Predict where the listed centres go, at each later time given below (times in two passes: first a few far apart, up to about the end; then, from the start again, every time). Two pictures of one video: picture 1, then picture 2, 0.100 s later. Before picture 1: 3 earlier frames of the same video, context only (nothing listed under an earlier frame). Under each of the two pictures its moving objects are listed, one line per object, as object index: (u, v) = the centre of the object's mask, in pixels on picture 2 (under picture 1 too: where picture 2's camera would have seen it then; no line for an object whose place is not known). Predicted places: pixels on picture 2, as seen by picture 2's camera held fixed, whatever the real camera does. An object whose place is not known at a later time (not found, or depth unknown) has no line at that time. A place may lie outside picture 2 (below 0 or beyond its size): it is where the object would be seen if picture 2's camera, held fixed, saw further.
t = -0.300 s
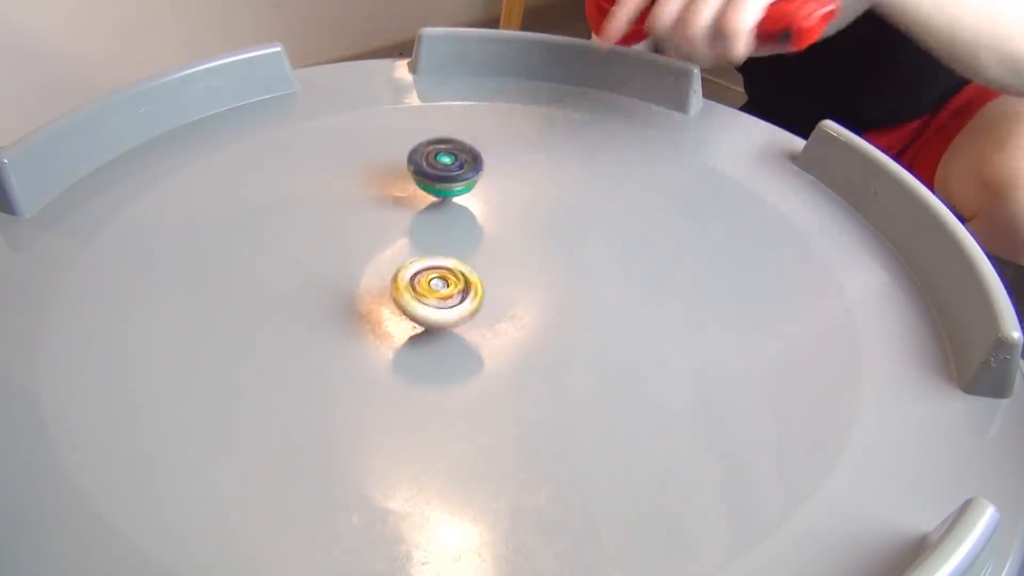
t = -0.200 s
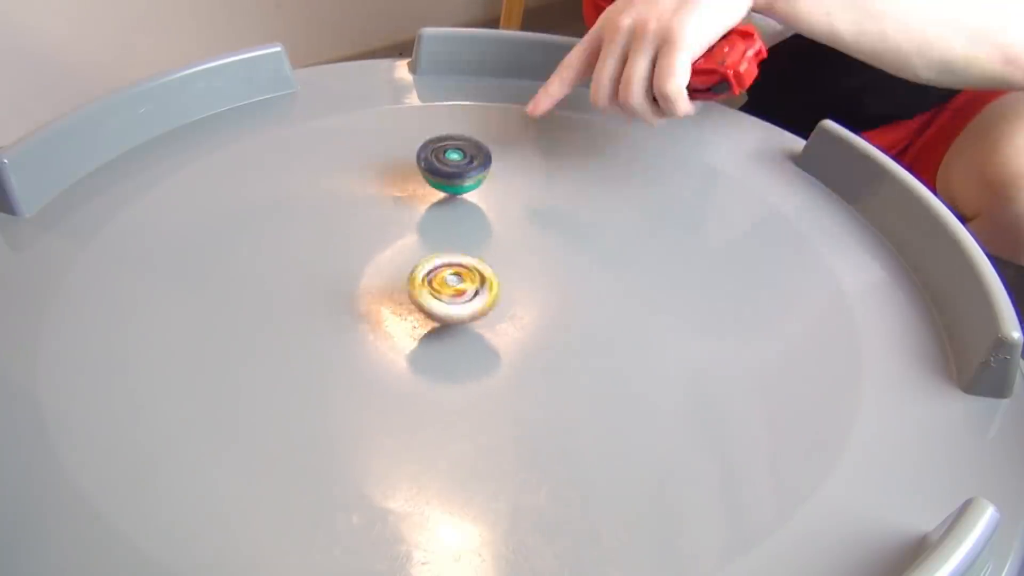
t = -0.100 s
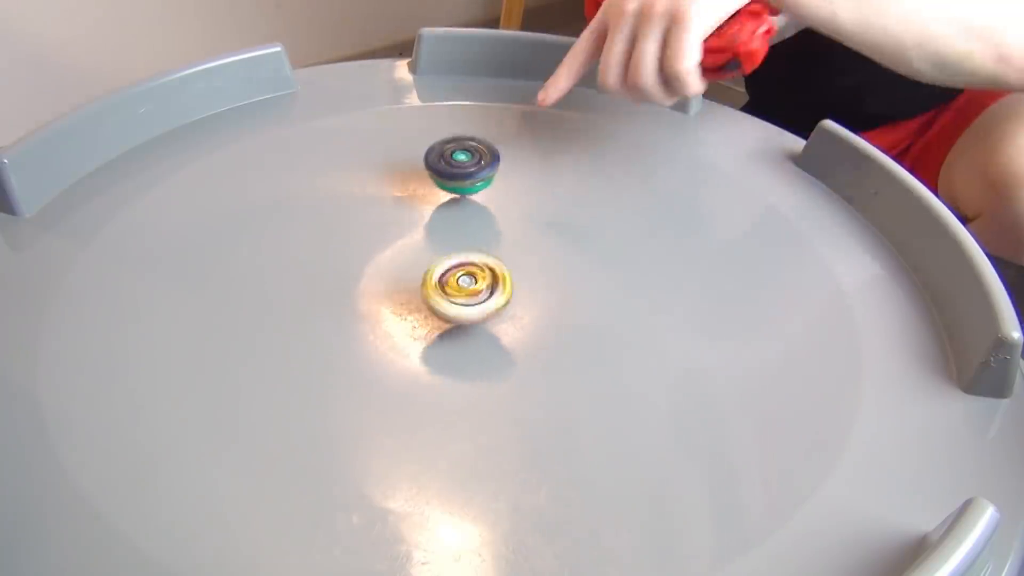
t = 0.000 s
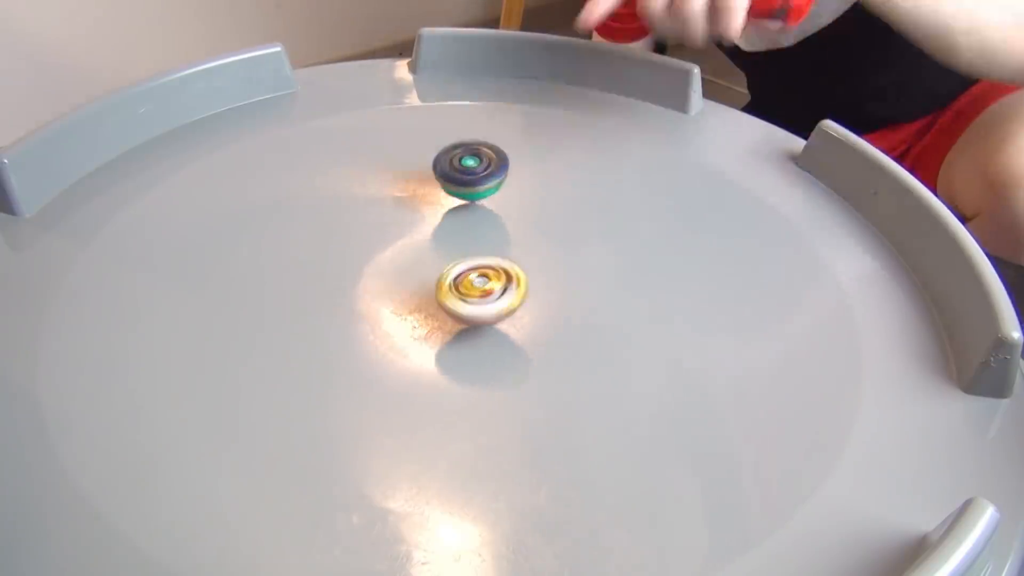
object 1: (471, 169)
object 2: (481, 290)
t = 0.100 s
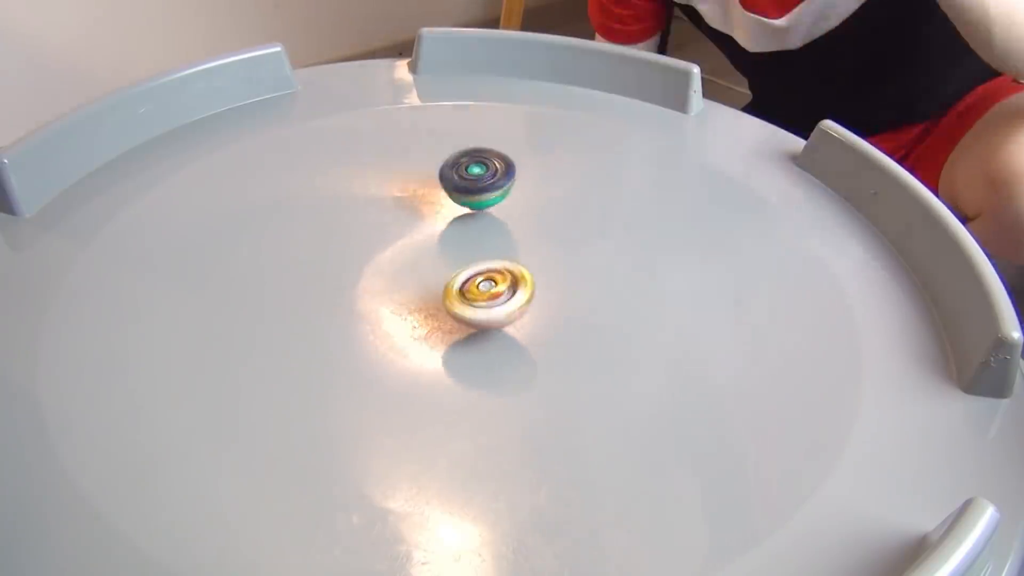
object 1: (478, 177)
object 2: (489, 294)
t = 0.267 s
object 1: (479, 192)
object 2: (493, 299)
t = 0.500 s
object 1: (453, 212)
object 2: (481, 293)
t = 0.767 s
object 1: (412, 212)
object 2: (479, 275)
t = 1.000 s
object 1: (388, 194)
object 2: (495, 272)
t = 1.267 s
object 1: (389, 175)
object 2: (496, 282)
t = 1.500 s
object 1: (403, 179)
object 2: (475, 279)
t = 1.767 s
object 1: (419, 199)
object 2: (473, 265)
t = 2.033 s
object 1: (403, 225)
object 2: (487, 266)
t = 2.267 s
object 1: (369, 233)
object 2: (483, 276)
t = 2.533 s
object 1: (329, 222)
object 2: (463, 277)
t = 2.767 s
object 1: (315, 212)
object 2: (462, 268)
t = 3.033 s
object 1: (333, 215)
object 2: (475, 268)
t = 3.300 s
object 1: (365, 234)
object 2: (473, 278)
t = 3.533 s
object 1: (367, 257)
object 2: (461, 279)
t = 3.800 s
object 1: (342, 279)
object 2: (458, 270)
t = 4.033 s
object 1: (305, 287)
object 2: (468, 272)
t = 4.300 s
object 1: (292, 289)
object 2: (463, 282)
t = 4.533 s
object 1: (312, 289)
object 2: (452, 280)
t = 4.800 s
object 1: (361, 297)
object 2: (459, 273)
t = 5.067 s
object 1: (391, 317)
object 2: (464, 279)
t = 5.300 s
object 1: (396, 345)
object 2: (453, 285)
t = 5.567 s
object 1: (385, 372)
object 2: (454, 278)
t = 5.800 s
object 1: (391, 375)
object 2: (461, 280)
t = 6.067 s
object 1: (418, 359)
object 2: (462, 289)
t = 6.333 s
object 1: (460, 343)
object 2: (459, 279)
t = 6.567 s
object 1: (503, 342)
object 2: (468, 280)
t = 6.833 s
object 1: (547, 355)
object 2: (470, 291)
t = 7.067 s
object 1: (567, 357)
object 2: (467, 287)
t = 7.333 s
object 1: (564, 344)
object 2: (475, 282)
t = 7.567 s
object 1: (555, 318)
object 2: (476, 288)
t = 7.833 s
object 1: (572, 299)
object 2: (473, 278)
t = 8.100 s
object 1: (577, 276)
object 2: (480, 275)
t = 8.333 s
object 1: (569, 261)
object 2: (481, 276)
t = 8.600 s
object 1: (558, 249)
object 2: (476, 270)
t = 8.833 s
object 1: (578, 253)
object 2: (469, 265)
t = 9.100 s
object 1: (563, 265)
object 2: (460, 264)
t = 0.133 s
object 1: (478, 179)
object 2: (491, 294)
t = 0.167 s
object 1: (480, 183)
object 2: (492, 296)
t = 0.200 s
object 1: (480, 187)
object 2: (493, 297)
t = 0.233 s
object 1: (480, 189)
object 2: (493, 298)
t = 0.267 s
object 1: (479, 192)
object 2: (493, 299)
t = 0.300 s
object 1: (477, 196)
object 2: (490, 299)
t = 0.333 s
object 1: (475, 198)
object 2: (488, 300)
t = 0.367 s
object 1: (471, 202)
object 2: (486, 299)
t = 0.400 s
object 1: (467, 206)
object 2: (485, 298)
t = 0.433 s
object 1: (464, 207)
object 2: (483, 297)
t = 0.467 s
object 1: (459, 210)
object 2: (482, 296)
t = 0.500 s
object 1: (453, 212)
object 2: (481, 293)
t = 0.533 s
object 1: (451, 213)
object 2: (478, 291)
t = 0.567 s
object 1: (445, 215)
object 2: (479, 289)
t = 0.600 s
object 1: (438, 216)
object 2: (478, 286)
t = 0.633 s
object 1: (435, 216)
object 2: (477, 284)
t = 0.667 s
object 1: (429, 215)
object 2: (476, 280)
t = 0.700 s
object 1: (422, 215)
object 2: (478, 279)
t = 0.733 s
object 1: (419, 214)
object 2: (476, 277)
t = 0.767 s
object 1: (412, 212)
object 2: (479, 275)
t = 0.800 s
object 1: (406, 210)
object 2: (480, 273)
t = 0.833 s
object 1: (403, 209)
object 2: (483, 274)
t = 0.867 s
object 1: (398, 206)
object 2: (484, 273)
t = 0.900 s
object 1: (395, 203)
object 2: (489, 272)
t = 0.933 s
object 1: (392, 201)
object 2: (491, 273)
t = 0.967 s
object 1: (390, 198)
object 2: (495, 272)
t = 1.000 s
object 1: (388, 194)
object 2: (495, 272)
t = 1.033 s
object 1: (387, 192)
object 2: (500, 273)
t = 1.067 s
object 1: (386, 189)
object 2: (499, 275)
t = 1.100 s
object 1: (386, 185)
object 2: (501, 274)
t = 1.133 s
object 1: (386, 184)
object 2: (501, 276)
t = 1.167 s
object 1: (386, 180)
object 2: (502, 278)
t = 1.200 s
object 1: (386, 178)
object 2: (500, 279)
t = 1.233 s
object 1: (387, 177)
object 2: (498, 280)
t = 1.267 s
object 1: (389, 175)
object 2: (496, 282)
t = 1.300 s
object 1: (390, 175)
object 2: (495, 283)
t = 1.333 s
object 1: (391, 174)
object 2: (492, 282)
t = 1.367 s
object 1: (393, 174)
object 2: (488, 283)
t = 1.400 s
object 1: (395, 175)
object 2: (486, 282)
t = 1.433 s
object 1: (396, 176)
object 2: (483, 282)
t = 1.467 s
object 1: (399, 177)
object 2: (480, 281)
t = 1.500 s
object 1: (403, 179)
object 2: (475, 279)
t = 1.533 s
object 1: (404, 180)
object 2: (476, 280)
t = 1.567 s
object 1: (408, 183)
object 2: (473, 276)
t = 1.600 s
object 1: (411, 185)
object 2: (472, 274)
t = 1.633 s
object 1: (413, 187)
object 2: (471, 274)
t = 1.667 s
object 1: (415, 190)
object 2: (470, 271)
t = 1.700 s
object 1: (417, 194)
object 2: (470, 269)
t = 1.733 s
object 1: (418, 196)
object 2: (470, 265)
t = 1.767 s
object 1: (419, 199)
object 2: (473, 265)
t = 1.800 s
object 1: (418, 204)
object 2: (474, 264)
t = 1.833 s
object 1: (418, 206)
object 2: (474, 263)
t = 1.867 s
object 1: (416, 210)
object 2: (475, 263)
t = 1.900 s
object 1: (414, 214)
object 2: (479, 263)
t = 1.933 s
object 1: (412, 216)
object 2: (479, 264)
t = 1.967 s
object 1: (408, 220)
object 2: (483, 264)
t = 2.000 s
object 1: (405, 224)
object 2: (482, 265)
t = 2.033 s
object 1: (403, 225)
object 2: (487, 266)
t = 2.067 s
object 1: (398, 227)
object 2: (487, 268)
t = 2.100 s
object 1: (394, 230)
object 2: (488, 269)
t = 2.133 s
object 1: (391, 231)
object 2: (487, 270)
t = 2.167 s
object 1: (385, 232)
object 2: (487, 272)
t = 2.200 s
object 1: (379, 233)
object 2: (486, 273)
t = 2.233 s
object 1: (376, 233)
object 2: (484, 274)
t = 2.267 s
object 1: (369, 233)
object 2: (483, 276)
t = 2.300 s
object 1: (362, 233)
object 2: (480, 278)
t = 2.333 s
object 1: (359, 232)
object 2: (480, 278)
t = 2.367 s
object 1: (351, 231)
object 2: (475, 279)
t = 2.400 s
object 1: (346, 229)
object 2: (474, 279)
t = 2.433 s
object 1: (342, 228)
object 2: (472, 279)
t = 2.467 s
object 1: (337, 226)
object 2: (469, 279)
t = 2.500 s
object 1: (332, 224)
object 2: (466, 278)
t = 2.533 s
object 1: (329, 222)
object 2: (463, 277)
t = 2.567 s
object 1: (325, 220)
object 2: (463, 275)
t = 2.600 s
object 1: (321, 218)
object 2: (460, 274)
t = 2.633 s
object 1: (320, 217)
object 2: (461, 273)
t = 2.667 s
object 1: (318, 215)
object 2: (458, 271)
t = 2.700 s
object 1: (316, 214)
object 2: (460, 270)
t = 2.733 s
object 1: (316, 213)
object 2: (461, 270)
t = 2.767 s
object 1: (315, 212)
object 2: (462, 268)
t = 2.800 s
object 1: (316, 212)
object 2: (463, 267)
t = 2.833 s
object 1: (317, 212)
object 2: (462, 265)
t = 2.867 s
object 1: (319, 212)
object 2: (465, 265)
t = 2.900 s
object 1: (321, 213)
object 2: (468, 264)
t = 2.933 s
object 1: (323, 213)
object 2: (469, 266)
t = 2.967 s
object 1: (327, 214)
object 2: (470, 266)
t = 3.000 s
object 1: (331, 215)
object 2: (473, 266)
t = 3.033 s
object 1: (333, 215)
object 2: (475, 268)
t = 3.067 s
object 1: (338, 217)
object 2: (477, 268)
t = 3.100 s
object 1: (343, 219)
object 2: (477, 271)
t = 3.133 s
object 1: (346, 219)
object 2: (474, 271)
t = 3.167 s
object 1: (351, 222)
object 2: (476, 272)
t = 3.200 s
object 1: (356, 225)
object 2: (475, 274)
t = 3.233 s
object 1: (357, 227)
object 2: (476, 275)
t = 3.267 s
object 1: (362, 230)
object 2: (473, 277)
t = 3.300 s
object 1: (365, 234)
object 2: (473, 278)
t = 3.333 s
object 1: (366, 236)
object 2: (472, 279)
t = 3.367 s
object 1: (367, 241)
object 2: (470, 280)
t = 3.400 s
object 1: (368, 245)
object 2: (468, 280)
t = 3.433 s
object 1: (368, 247)
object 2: (464, 280)
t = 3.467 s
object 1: (368, 251)
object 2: (462, 280)
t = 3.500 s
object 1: (368, 255)
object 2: (459, 279)
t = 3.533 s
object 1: (367, 257)
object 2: (461, 279)
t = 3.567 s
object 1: (366, 261)
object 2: (458, 278)
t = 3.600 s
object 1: (364, 265)
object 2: (458, 277)
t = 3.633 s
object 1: (363, 266)
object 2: (457, 275)
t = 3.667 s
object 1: (360, 270)
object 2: (455, 274)
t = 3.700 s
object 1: (356, 272)
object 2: (457, 273)
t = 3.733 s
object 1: (354, 274)
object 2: (456, 272)
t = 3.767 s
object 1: (349, 277)
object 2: (458, 271)
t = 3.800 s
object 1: (342, 279)
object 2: (458, 270)
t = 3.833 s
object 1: (339, 280)
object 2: (460, 270)
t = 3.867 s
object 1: (332, 282)
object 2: (462, 270)
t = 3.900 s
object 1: (325, 284)
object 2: (464, 269)
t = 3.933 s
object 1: (321, 284)
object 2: (463, 269)
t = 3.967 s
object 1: (314, 285)
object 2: (464, 270)
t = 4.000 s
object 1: (309, 286)
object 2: (466, 270)
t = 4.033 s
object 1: (305, 287)
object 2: (468, 272)
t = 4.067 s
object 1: (300, 287)
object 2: (469, 273)
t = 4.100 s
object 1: (296, 288)
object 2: (469, 275)
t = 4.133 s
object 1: (295, 288)
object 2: (466, 275)
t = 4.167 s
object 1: (293, 288)
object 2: (467, 277)
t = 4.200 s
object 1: (291, 288)
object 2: (464, 278)
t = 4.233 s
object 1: (291, 289)
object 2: (466, 280)
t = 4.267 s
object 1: (290, 289)
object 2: (465, 281)
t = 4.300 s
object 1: (292, 289)
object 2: (463, 282)
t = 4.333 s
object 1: (292, 289)
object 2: (461, 282)
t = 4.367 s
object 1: (294, 290)
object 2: (458, 282)
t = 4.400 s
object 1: (298, 289)
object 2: (457, 282)
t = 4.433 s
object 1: (299, 290)
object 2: (456, 282)
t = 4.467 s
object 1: (304, 289)
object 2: (454, 281)
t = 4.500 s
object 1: (309, 289)
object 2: (452, 280)
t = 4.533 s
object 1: (312, 289)
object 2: (452, 280)
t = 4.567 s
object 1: (318, 289)
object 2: (452, 278)
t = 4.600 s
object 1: (325, 289)
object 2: (452, 277)
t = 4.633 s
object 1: (329, 290)
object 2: (453, 276)
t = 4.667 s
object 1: (336, 290)
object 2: (452, 275)
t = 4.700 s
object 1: (343, 291)
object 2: (455, 275)
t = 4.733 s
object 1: (347, 292)
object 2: (455, 274)
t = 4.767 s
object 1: (354, 294)
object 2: (457, 273)
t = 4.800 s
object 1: (361, 297)
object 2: (459, 273)
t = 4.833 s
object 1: (363, 298)
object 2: (458, 274)
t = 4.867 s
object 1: (370, 301)
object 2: (460, 274)
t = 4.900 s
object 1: (374, 304)
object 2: (460, 275)
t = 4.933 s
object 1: (377, 305)
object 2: (463, 274)
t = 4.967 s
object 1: (382, 309)
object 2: (464, 276)
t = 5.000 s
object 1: (386, 312)
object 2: (465, 277)
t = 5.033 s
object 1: (388, 314)
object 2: (464, 278)
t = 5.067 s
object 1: (391, 317)
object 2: (464, 279)
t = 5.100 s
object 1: (394, 322)
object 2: (464, 281)
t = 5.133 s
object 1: (395, 324)
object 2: (464, 282)
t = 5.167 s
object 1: (397, 328)
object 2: (462, 283)
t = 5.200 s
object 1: (398, 333)
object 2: (461, 284)
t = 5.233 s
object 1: (399, 336)
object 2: (458, 284)
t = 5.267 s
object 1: (398, 341)
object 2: (456, 285)
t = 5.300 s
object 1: (396, 345)
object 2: (453, 285)
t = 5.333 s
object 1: (396, 348)
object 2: (454, 285)
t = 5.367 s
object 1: (393, 352)
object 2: (453, 284)
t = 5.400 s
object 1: (391, 358)
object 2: (452, 283)
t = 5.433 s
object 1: (390, 359)
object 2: (453, 282)
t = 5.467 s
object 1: (388, 364)
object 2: (452, 281)
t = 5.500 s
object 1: (386, 368)
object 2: (454, 280)
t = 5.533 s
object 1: (385, 369)
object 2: (454, 279)
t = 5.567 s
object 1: (385, 372)
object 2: (454, 278)
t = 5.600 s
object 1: (384, 374)
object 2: (457, 278)
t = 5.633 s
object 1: (385, 375)
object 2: (457, 279)
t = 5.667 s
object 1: (385, 376)
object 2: (459, 278)
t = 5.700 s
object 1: (386, 376)
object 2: (460, 279)
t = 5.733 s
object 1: (386, 376)
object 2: (460, 278)
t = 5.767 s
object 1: (388, 375)
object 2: (462, 279)
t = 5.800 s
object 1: (391, 375)
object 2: (461, 280)
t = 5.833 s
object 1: (391, 374)
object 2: (465, 282)
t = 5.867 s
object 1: (395, 373)
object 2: (465, 283)
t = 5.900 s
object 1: (397, 371)
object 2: (465, 285)
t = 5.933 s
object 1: (400, 369)
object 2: (464, 286)
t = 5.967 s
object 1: (404, 367)
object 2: (462, 287)
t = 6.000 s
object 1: (409, 364)
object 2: (463, 288)
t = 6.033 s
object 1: (412, 362)
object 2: (464, 288)
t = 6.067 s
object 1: (418, 359)
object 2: (462, 289)
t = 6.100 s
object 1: (423, 355)
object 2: (461, 288)
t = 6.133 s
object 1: (427, 354)
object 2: (458, 287)
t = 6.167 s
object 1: (432, 350)
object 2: (458, 285)
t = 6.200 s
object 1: (440, 348)
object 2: (457, 284)
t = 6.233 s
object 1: (443, 346)
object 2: (459, 283)
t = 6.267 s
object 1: (451, 345)
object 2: (459, 281)
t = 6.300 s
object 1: (457, 344)
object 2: (457, 279)
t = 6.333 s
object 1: (460, 343)
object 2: (459, 279)
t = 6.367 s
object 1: (466, 343)
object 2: (459, 278)
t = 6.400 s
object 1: (472, 343)
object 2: (462, 278)
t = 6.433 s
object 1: (475, 342)
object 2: (461, 276)
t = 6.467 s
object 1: (481, 342)
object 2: (461, 277)
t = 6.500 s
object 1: (485, 343)
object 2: (463, 278)
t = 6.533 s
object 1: (497, 342)
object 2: (465, 279)
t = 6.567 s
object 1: (503, 342)
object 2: (468, 280)
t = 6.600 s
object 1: (509, 343)
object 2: (469, 281)
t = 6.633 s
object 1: (515, 344)
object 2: (467, 283)
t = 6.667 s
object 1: (520, 346)
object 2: (470, 284)
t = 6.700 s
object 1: (527, 348)
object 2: (470, 286)
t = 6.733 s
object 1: (531, 349)
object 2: (472, 288)
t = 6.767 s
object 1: (537, 351)
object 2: (472, 289)
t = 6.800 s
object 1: (543, 354)
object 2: (469, 290)
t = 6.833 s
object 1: (547, 355)
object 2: (470, 291)
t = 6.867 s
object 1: (551, 356)
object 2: (471, 291)
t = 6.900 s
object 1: (556, 357)
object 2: (470, 291)
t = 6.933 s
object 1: (557, 358)
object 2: (467, 290)
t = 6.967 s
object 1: (561, 358)
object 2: (465, 289)
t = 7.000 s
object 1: (564, 358)
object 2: (467, 288)
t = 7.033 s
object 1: (564, 357)
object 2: (467, 288)
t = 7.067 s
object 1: (567, 357)
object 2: (467, 287)
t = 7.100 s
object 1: (566, 356)
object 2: (468, 285)
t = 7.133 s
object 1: (567, 356)
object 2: (467, 285)
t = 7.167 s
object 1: (566, 354)
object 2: (469, 284)
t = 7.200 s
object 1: (567, 353)
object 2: (470, 283)
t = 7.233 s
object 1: (566, 351)
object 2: (469, 281)
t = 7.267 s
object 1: (566, 349)
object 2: (471, 282)
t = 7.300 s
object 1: (564, 345)
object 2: (472, 282)
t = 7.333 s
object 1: (564, 344)
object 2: (475, 282)
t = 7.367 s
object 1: (562, 340)
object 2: (477, 283)
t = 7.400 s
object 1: (561, 336)
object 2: (478, 283)
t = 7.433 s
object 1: (560, 333)
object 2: (478, 284)
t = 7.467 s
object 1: (558, 329)
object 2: (478, 286)
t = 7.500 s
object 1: (556, 325)
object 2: (479, 286)
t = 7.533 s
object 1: (556, 323)
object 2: (478, 287)
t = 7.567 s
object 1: (555, 318)
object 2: (476, 288)
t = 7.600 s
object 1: (556, 317)
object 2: (476, 287)
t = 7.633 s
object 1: (556, 315)
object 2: (476, 287)
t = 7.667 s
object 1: (558, 312)
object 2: (474, 285)
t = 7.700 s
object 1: (561, 309)
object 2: (473, 284)
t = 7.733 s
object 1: (564, 307)
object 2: (474, 284)
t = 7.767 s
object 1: (568, 304)
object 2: (474, 282)
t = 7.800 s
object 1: (571, 301)
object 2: (475, 280)
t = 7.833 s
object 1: (572, 299)
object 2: (473, 278)
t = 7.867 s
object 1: (574, 296)
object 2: (474, 276)
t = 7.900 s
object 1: (575, 292)
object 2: (477, 276)
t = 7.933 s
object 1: (576, 291)
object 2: (476, 274)
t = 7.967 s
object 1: (576, 287)
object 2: (481, 274)
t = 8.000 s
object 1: (575, 284)
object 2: (482, 276)
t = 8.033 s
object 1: (574, 281)
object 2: (484, 275)
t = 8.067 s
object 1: (576, 279)
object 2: (481, 275)
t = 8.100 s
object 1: (577, 276)
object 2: (480, 275)
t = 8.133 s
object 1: (578, 275)
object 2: (485, 275)
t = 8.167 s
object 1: (579, 272)
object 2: (487, 276)
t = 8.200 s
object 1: (577, 269)
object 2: (484, 277)
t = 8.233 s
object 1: (577, 267)
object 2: (484, 278)
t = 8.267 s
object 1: (575, 264)
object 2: (481, 277)
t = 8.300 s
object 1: (571, 262)
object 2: (480, 276)
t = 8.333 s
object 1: (569, 261)
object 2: (481, 276)
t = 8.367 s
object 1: (565, 258)
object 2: (482, 276)
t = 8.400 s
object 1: (561, 256)
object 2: (479, 275)
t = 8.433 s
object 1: (561, 256)
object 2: (475, 275)
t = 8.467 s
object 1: (560, 254)
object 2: (471, 273)
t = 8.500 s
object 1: (560, 252)
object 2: (472, 271)
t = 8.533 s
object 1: (559, 251)
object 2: (471, 270)
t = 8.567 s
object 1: (559, 250)
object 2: (476, 270)
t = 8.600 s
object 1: (558, 249)
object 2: (476, 270)
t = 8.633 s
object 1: (563, 248)
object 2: (472, 269)
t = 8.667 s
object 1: (568, 248)
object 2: (464, 267)
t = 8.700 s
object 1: (572, 249)
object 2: (463, 266)
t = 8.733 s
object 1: (574, 249)
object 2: (462, 265)
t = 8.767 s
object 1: (576, 250)
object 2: (467, 265)
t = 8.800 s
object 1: (578, 252)
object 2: (468, 264)
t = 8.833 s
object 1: (578, 253)
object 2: (469, 265)
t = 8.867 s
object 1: (579, 256)
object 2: (468, 266)
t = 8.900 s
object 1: (577, 258)
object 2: (463, 268)
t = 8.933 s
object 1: (576, 260)
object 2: (462, 267)
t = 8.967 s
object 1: (572, 262)
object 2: (457, 268)
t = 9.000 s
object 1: (568, 264)
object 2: (454, 270)
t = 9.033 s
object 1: (567, 265)
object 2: (454, 268)
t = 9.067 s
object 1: (565, 265)
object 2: (457, 265)
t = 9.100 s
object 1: (563, 265)
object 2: (460, 264)
